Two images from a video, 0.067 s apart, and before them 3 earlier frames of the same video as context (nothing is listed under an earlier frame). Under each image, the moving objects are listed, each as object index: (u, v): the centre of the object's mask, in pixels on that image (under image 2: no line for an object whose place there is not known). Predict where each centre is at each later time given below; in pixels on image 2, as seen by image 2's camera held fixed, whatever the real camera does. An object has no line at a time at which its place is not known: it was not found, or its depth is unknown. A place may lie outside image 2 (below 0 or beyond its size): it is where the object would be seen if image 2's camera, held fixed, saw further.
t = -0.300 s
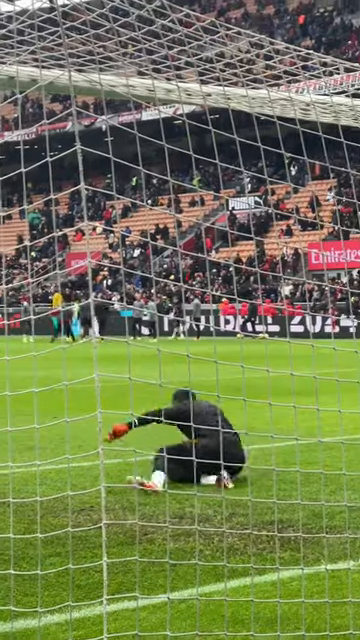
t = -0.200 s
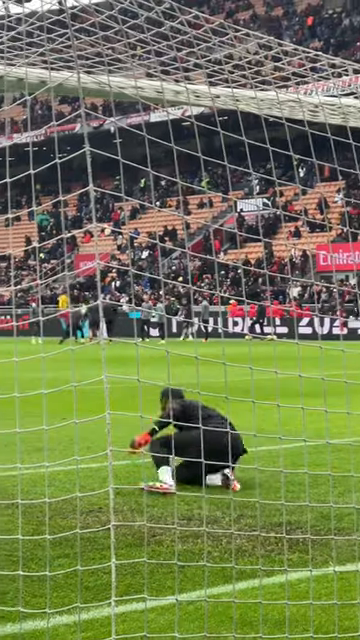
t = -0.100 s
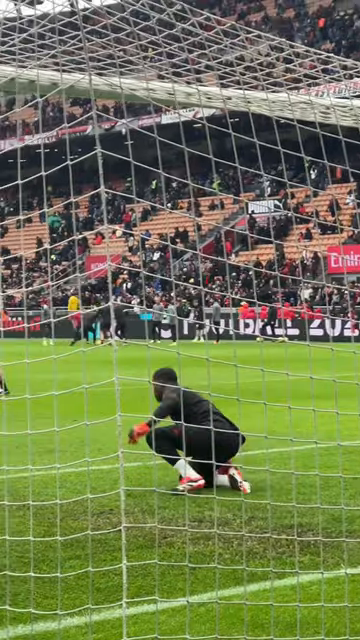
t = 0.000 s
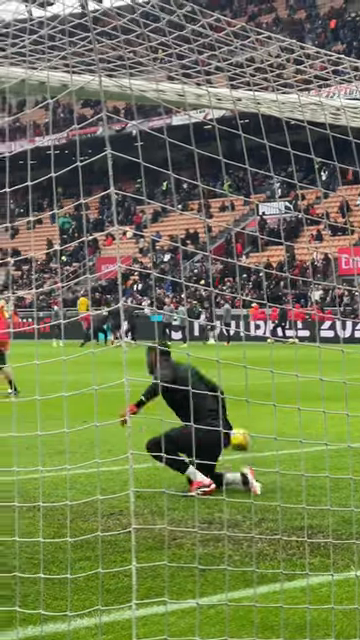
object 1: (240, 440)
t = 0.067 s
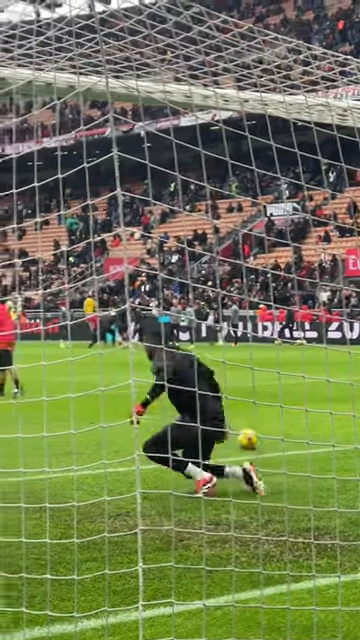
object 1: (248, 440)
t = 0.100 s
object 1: (249, 438)
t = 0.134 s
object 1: (252, 437)
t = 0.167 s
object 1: (254, 437)
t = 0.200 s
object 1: (256, 436)
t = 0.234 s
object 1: (257, 435)
